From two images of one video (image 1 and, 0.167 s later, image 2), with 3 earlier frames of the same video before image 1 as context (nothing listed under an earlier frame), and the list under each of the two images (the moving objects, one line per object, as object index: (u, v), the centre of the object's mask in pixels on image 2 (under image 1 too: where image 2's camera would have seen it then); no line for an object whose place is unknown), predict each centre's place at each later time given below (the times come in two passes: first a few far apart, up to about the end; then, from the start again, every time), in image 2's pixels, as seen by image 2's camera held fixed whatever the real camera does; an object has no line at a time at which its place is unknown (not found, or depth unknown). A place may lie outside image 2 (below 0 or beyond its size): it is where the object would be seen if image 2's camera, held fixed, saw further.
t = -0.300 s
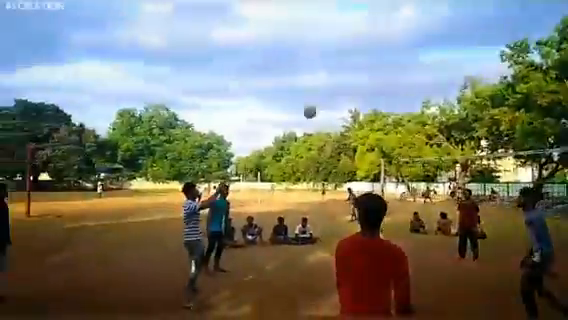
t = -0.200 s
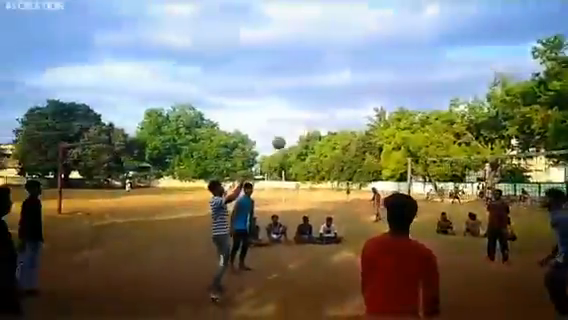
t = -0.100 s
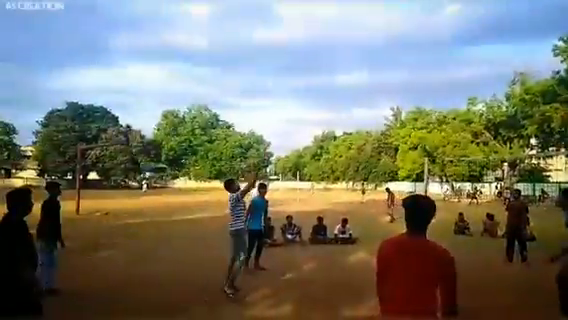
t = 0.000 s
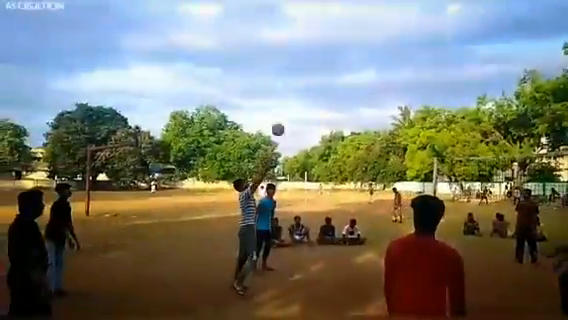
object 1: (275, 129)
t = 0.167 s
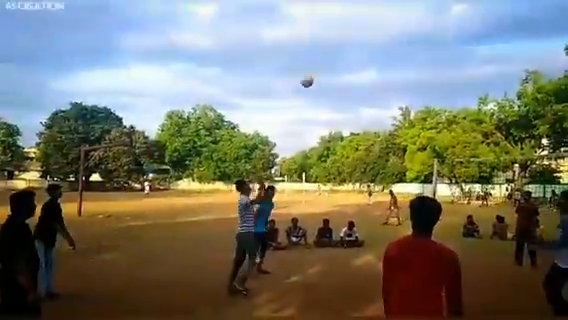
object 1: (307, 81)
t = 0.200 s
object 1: (313, 74)
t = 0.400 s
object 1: (352, 40)
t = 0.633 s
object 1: (396, 34)
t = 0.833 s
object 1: (435, 59)
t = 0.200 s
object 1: (313, 74)
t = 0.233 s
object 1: (321, 67)
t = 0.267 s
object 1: (326, 60)
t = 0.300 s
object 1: (332, 53)
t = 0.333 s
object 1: (340, 48)
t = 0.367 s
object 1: (346, 43)
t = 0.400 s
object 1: (352, 40)
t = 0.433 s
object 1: (359, 37)
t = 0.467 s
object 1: (365, 34)
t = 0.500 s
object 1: (371, 32)
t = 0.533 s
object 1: (377, 32)
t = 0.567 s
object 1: (384, 31)
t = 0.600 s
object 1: (390, 33)
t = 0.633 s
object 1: (396, 34)
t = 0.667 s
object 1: (403, 36)
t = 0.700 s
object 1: (409, 39)
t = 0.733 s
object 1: (415, 43)
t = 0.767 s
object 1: (422, 48)
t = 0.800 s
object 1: (429, 53)
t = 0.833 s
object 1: (435, 59)
